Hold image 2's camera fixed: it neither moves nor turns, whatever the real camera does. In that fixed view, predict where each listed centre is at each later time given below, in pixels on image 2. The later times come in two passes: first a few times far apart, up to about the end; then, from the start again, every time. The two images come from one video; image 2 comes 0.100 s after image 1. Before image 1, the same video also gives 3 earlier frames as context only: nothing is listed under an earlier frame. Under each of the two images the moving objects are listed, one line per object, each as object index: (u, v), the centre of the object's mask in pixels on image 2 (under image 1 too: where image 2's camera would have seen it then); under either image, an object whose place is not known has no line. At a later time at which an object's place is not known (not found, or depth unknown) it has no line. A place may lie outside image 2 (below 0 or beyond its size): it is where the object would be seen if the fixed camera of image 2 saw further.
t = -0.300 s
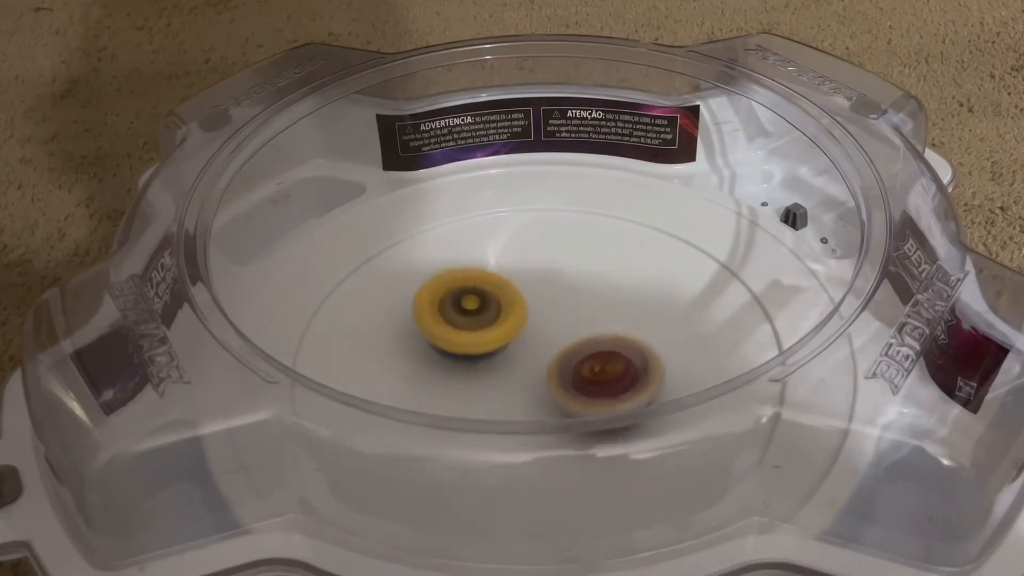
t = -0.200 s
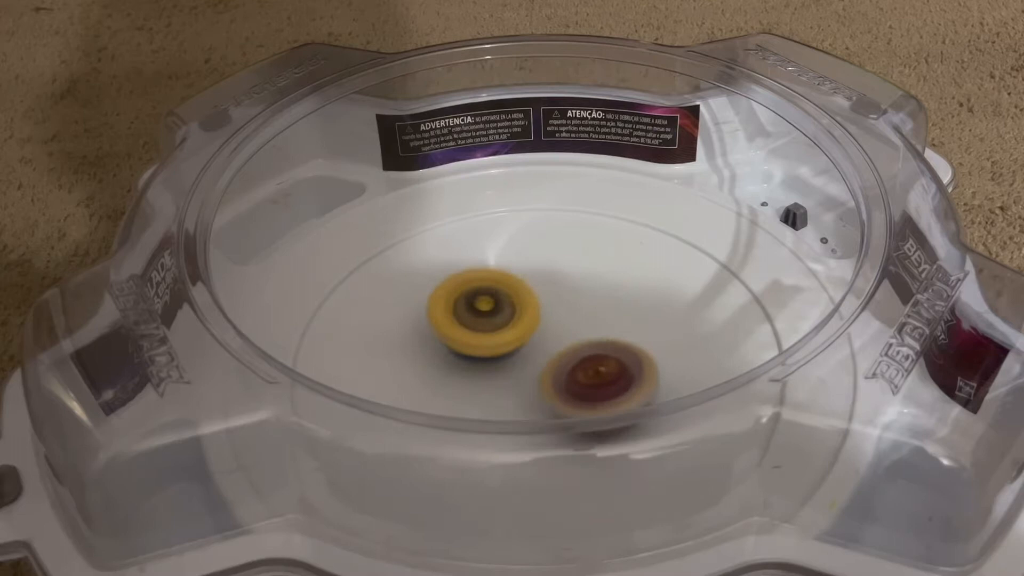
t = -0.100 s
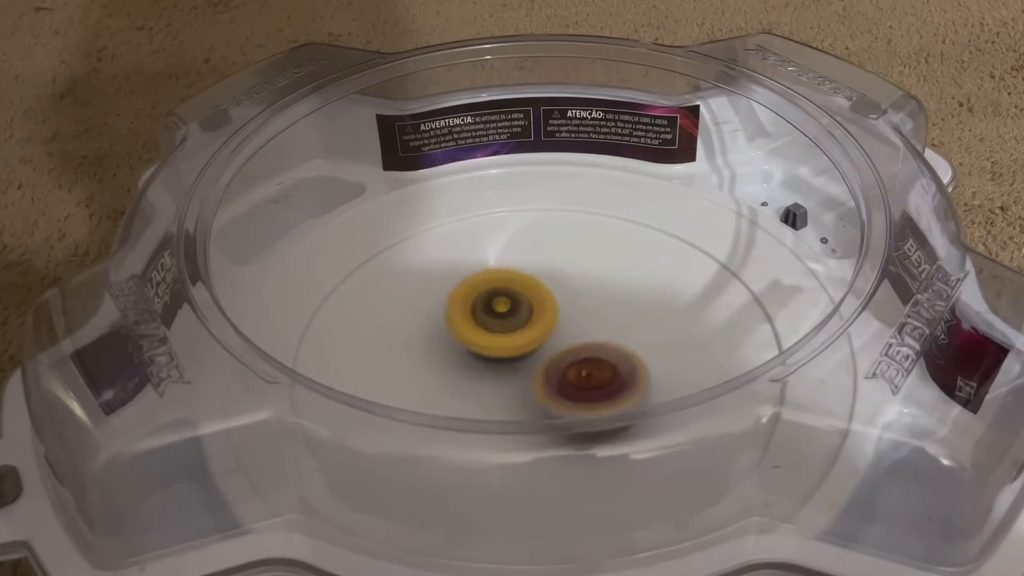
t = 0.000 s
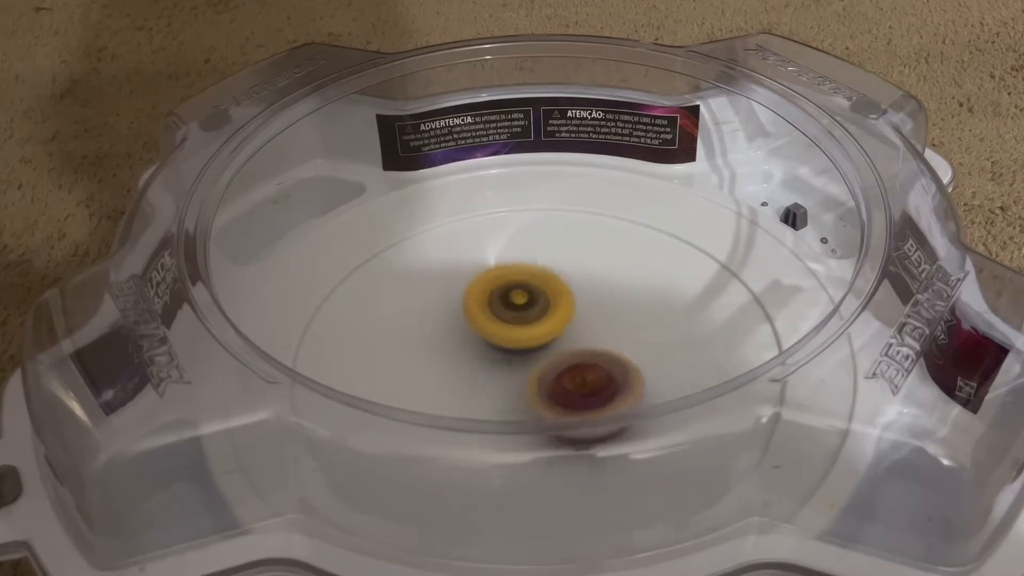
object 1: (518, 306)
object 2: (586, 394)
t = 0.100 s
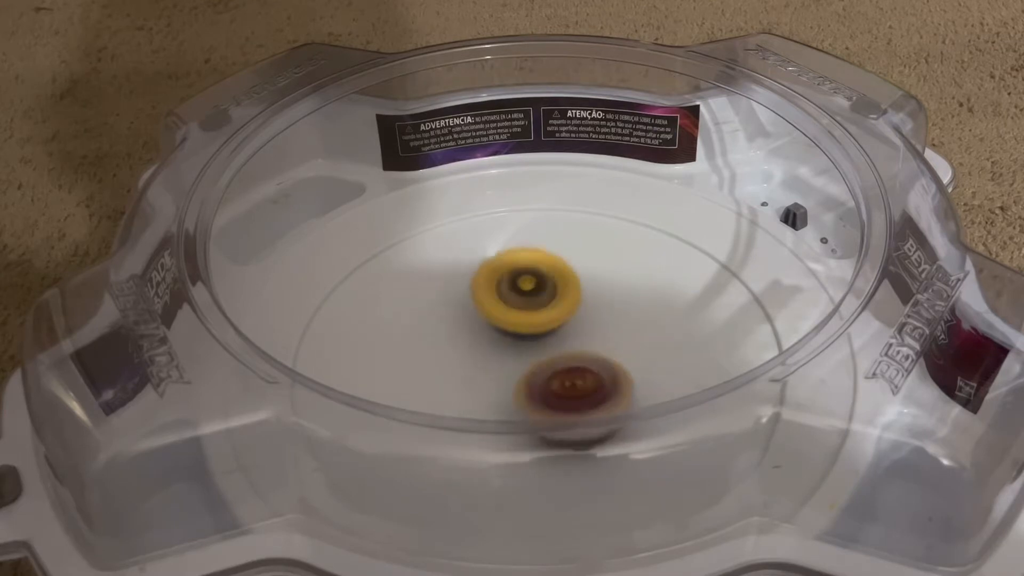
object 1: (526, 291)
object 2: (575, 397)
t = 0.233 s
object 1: (537, 288)
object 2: (551, 396)
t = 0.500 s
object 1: (563, 301)
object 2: (496, 390)
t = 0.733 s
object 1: (579, 315)
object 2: (467, 375)
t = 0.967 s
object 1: (591, 334)
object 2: (450, 353)
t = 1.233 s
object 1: (611, 340)
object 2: (428, 338)
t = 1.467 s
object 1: (578, 346)
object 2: (468, 325)
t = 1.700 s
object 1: (564, 368)
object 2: (486, 286)
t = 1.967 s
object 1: (528, 370)
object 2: (506, 276)
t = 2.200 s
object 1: (502, 358)
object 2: (549, 288)
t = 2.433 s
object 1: (483, 350)
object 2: (603, 293)
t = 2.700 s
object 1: (490, 327)
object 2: (628, 300)
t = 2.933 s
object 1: (484, 301)
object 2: (630, 336)
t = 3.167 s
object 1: (465, 294)
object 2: (628, 379)
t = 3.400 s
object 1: (495, 306)
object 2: (597, 405)
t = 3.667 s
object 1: (546, 319)
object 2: (532, 411)
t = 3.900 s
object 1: (587, 325)
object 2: (469, 403)
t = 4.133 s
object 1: (600, 338)
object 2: (436, 379)
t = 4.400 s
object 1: (579, 354)
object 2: (443, 332)
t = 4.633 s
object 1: (543, 365)
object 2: (474, 297)
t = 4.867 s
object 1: (508, 357)
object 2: (514, 273)
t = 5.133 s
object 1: (490, 334)
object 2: (564, 272)
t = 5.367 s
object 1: (496, 314)
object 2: (606, 296)
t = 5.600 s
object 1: (518, 305)
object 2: (631, 328)
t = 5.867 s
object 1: (541, 297)
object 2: (634, 377)
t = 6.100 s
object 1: (546, 297)
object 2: (594, 403)
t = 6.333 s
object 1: (551, 311)
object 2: (531, 402)
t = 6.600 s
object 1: (569, 303)
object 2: (466, 377)
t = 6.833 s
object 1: (563, 309)
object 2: (455, 336)
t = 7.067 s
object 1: (566, 323)
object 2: (469, 299)
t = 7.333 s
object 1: (576, 353)
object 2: (520, 275)
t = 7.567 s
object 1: (561, 363)
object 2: (574, 284)
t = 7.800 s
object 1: (526, 368)
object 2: (618, 320)
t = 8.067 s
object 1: (498, 354)
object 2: (612, 371)
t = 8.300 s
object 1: (494, 325)
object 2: (566, 406)
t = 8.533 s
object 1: (516, 308)
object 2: (494, 401)
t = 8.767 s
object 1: (549, 308)
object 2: (453, 366)
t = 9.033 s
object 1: (578, 327)
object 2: (463, 313)
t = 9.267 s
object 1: (572, 351)
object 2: (508, 283)
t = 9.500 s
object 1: (543, 365)
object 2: (568, 281)
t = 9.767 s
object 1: (508, 352)
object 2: (618, 317)
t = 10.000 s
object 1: (503, 327)
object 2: (618, 363)
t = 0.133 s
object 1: (529, 290)
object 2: (570, 397)
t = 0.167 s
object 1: (532, 289)
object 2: (564, 397)
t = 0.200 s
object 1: (534, 288)
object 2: (558, 396)
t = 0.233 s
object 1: (537, 288)
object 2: (551, 396)
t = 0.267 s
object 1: (539, 289)
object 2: (544, 396)
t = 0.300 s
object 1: (542, 290)
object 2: (537, 395)
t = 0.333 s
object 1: (544, 291)
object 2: (530, 394)
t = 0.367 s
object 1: (547, 293)
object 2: (523, 394)
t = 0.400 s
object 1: (551, 294)
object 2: (515, 393)
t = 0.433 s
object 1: (555, 297)
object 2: (509, 392)
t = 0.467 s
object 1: (559, 299)
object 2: (501, 391)
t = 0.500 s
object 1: (563, 301)
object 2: (496, 390)
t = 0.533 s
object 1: (567, 302)
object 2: (488, 389)
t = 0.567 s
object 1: (570, 304)
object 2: (484, 388)
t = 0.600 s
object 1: (573, 306)
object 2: (480, 383)
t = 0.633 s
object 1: (575, 308)
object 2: (477, 381)
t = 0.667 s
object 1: (577, 310)
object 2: (473, 379)
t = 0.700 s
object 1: (577, 313)
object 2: (471, 377)
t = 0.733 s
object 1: (579, 315)
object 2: (467, 375)
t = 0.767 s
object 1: (579, 318)
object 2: (464, 374)
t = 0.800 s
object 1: (579, 321)
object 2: (463, 372)
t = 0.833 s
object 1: (579, 323)
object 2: (462, 370)
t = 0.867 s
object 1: (579, 326)
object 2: (461, 366)
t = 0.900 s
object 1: (579, 329)
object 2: (461, 362)
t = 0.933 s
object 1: (579, 332)
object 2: (461, 359)
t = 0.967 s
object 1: (591, 334)
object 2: (450, 353)
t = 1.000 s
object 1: (602, 336)
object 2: (443, 348)
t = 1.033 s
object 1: (610, 337)
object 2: (438, 345)
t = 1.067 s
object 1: (613, 338)
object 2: (432, 343)
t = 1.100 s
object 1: (615, 339)
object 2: (430, 341)
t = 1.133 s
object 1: (615, 340)
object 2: (428, 340)
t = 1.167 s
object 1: (615, 340)
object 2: (427, 339)
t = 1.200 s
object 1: (613, 340)
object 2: (427, 338)
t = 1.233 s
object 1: (611, 340)
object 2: (428, 338)
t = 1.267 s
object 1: (607, 341)
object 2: (430, 338)
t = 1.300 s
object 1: (603, 341)
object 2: (434, 336)
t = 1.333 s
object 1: (598, 342)
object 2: (439, 336)
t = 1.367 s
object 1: (593, 342)
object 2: (445, 334)
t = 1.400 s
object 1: (588, 343)
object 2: (453, 331)
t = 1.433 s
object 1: (582, 345)
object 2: (461, 329)
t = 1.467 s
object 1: (578, 346)
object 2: (468, 325)
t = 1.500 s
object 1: (579, 351)
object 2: (470, 319)
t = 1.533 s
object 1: (579, 355)
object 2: (472, 312)
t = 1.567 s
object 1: (578, 358)
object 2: (476, 306)
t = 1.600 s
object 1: (575, 361)
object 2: (480, 301)
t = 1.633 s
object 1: (572, 364)
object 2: (482, 296)
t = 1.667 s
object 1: (568, 366)
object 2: (484, 291)
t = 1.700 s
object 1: (564, 368)
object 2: (486, 286)
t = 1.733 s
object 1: (559, 369)
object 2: (488, 283)
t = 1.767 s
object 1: (555, 370)
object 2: (489, 279)
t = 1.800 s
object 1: (551, 372)
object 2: (492, 277)
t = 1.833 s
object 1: (547, 372)
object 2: (495, 275)
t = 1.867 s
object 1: (542, 372)
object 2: (498, 275)
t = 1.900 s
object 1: (537, 372)
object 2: (499, 275)
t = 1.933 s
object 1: (532, 371)
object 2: (502, 275)
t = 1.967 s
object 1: (528, 370)
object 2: (506, 276)
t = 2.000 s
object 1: (524, 369)
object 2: (511, 277)
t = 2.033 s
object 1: (520, 367)
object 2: (516, 279)
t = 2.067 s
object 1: (515, 365)
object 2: (521, 281)
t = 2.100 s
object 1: (512, 364)
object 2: (527, 283)
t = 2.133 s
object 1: (508, 362)
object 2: (534, 285)
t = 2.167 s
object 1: (505, 360)
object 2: (541, 287)
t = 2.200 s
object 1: (502, 358)
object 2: (549, 288)
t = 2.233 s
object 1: (495, 359)
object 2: (558, 290)
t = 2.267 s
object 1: (490, 358)
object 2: (566, 291)
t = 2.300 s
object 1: (488, 357)
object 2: (574, 291)
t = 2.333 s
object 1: (486, 356)
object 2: (581, 291)
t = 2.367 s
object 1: (485, 354)
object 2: (590, 292)
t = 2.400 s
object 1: (484, 352)
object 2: (596, 293)
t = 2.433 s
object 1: (483, 350)
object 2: (603, 293)
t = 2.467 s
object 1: (484, 347)
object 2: (609, 294)
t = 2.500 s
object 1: (484, 345)
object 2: (614, 294)
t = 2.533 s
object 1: (484, 342)
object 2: (618, 294)
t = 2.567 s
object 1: (485, 340)
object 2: (622, 295)
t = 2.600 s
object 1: (485, 337)
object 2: (625, 296)
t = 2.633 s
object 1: (486, 333)
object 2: (626, 297)
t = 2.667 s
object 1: (488, 331)
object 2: (627, 298)
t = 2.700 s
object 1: (490, 327)
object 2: (628, 300)
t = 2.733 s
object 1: (492, 324)
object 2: (628, 303)
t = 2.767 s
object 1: (494, 321)
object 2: (627, 306)
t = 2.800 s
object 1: (497, 318)
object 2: (625, 310)
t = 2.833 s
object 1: (500, 316)
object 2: (622, 315)
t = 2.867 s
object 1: (502, 313)
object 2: (620, 319)
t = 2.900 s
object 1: (500, 307)
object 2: (621, 327)
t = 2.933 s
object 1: (484, 301)
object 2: (630, 336)
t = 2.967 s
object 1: (472, 295)
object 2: (633, 343)
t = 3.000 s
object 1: (465, 292)
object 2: (634, 350)
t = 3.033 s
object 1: (462, 290)
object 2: (634, 357)
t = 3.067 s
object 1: (461, 289)
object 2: (633, 362)
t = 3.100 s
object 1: (461, 290)
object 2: (632, 367)
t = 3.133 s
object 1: (463, 292)
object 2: (629, 370)
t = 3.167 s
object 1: (465, 294)
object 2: (628, 379)
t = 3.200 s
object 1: (467, 296)
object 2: (626, 384)
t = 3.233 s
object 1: (470, 298)
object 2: (623, 388)
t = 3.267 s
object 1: (474, 300)
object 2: (619, 392)
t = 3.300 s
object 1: (478, 302)
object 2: (615, 395)
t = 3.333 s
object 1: (483, 303)
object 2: (610, 399)
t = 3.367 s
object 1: (489, 305)
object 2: (604, 402)
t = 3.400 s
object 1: (495, 306)
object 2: (597, 405)
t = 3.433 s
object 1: (501, 307)
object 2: (589, 407)
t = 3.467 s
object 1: (508, 309)
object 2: (582, 408)
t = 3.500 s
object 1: (515, 311)
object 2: (574, 409)
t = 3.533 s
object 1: (521, 312)
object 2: (566, 411)
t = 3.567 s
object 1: (528, 313)
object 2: (558, 411)
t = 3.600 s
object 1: (534, 315)
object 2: (550, 412)
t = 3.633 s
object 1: (541, 317)
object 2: (541, 411)
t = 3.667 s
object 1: (546, 319)
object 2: (532, 411)
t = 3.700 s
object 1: (553, 320)
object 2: (520, 410)
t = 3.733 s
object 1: (561, 319)
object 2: (511, 409)
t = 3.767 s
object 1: (568, 320)
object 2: (500, 410)
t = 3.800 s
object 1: (573, 321)
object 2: (491, 409)
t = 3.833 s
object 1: (578, 322)
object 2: (484, 407)
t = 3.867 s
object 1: (583, 324)
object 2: (476, 405)
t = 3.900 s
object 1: (587, 325)
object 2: (469, 403)
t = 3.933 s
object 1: (590, 327)
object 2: (464, 400)
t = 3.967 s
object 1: (593, 328)
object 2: (458, 397)
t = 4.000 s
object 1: (596, 330)
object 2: (452, 393)
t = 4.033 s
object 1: (598, 332)
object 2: (447, 391)
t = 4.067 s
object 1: (599, 334)
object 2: (443, 387)
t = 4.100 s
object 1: (600, 336)
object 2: (440, 383)
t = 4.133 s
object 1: (600, 338)
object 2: (436, 379)
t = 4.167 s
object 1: (599, 341)
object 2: (435, 370)
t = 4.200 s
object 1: (598, 343)
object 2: (434, 366)
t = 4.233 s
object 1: (596, 345)
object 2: (433, 360)
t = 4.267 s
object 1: (594, 347)
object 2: (434, 354)
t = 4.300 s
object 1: (590, 349)
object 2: (435, 348)
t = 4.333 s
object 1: (587, 350)
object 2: (437, 343)
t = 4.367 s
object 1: (583, 352)
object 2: (440, 338)
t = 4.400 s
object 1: (579, 354)
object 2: (443, 332)
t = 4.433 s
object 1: (574, 356)
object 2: (447, 327)
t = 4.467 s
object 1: (570, 358)
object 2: (451, 322)
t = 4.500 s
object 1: (564, 361)
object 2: (455, 316)
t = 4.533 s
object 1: (559, 363)
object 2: (460, 311)
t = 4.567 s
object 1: (554, 364)
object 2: (465, 306)
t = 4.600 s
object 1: (548, 364)
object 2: (469, 302)
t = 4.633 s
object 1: (543, 365)
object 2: (474, 297)
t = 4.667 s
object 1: (538, 364)
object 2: (479, 293)
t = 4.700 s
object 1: (532, 364)
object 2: (484, 289)
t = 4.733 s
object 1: (527, 363)
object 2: (489, 285)
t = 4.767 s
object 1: (522, 362)
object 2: (495, 281)
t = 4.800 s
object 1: (517, 361)
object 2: (501, 277)
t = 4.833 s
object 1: (513, 360)
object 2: (507, 275)
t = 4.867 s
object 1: (508, 357)
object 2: (514, 273)
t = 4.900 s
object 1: (505, 355)
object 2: (520, 271)
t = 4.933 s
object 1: (501, 353)
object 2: (526, 269)
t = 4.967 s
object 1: (498, 351)
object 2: (533, 268)
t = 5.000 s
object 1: (496, 348)
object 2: (540, 268)
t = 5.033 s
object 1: (493, 344)
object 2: (546, 268)
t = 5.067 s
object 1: (492, 341)
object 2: (551, 269)
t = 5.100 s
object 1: (491, 338)
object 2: (557, 270)
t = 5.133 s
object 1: (490, 334)
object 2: (564, 272)
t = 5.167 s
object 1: (490, 331)
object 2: (571, 274)
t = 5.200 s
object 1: (490, 328)
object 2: (577, 277)
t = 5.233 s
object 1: (490, 325)
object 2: (583, 280)
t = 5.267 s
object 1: (491, 322)
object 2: (589, 283)
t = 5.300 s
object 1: (492, 319)
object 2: (595, 287)
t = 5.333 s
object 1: (494, 317)
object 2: (600, 291)
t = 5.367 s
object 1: (496, 314)
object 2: (606, 296)
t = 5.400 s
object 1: (499, 312)
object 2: (610, 300)
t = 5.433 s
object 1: (502, 311)
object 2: (615, 304)
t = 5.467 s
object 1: (504, 309)
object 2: (619, 308)
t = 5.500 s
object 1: (508, 308)
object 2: (622, 313)
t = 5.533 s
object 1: (512, 307)
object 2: (626, 318)
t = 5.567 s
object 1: (515, 306)
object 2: (629, 323)
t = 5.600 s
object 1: (518, 305)
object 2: (631, 328)
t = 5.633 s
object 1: (521, 304)
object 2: (633, 334)
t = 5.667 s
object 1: (525, 303)
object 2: (635, 339)
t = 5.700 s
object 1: (529, 304)
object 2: (636, 344)
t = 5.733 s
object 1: (533, 304)
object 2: (636, 349)
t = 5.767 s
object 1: (537, 304)
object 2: (635, 354)
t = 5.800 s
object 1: (541, 305)
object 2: (633, 359)
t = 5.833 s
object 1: (543, 302)
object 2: (633, 365)
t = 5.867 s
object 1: (541, 297)
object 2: (634, 377)
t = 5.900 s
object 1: (540, 294)
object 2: (631, 383)
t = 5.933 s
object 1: (541, 293)
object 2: (626, 388)
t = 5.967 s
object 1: (542, 293)
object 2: (622, 392)
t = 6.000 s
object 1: (543, 293)
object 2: (615, 396)
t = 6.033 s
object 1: (544, 294)
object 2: (608, 398)
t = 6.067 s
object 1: (545, 295)
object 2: (602, 401)
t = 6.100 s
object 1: (546, 297)
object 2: (594, 403)
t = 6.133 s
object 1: (547, 299)
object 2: (585, 404)
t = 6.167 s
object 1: (548, 301)
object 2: (576, 405)
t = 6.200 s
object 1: (548, 303)
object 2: (567, 406)
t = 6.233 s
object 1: (549, 305)
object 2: (558, 406)
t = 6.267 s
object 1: (550, 307)
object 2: (549, 405)
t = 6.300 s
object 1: (551, 309)
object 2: (540, 404)
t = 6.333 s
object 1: (551, 311)
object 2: (531, 402)
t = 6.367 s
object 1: (552, 313)
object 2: (523, 400)
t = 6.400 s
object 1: (557, 310)
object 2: (512, 400)
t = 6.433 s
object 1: (563, 306)
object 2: (500, 399)
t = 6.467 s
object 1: (565, 305)
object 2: (490, 397)
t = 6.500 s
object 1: (567, 304)
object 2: (482, 393)
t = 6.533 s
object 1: (567, 304)
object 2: (475, 390)
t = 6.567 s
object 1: (569, 303)
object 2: (470, 381)
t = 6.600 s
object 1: (569, 303)
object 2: (466, 377)
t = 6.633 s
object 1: (569, 303)
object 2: (462, 373)
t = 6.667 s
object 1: (569, 303)
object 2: (459, 365)
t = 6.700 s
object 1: (569, 304)
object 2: (456, 359)
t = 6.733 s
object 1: (568, 305)
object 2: (455, 354)
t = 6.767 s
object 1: (567, 306)
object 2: (455, 348)
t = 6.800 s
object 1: (565, 308)
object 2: (455, 342)
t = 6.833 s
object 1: (563, 309)
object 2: (455, 336)
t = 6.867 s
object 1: (563, 310)
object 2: (455, 331)
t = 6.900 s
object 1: (567, 313)
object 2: (454, 325)
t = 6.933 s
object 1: (567, 315)
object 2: (455, 318)
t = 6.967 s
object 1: (567, 317)
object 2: (458, 313)
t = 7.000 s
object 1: (567, 319)
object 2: (460, 308)
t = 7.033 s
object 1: (567, 321)
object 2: (465, 304)
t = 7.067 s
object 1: (566, 323)
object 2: (469, 299)
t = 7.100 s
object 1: (567, 326)
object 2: (473, 293)
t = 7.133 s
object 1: (572, 334)
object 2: (477, 288)
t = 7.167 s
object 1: (575, 339)
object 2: (484, 283)
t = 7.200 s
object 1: (575, 342)
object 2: (490, 279)
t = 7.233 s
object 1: (576, 345)
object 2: (497, 278)
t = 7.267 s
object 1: (577, 348)
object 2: (505, 276)
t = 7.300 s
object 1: (577, 350)
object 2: (513, 275)
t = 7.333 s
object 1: (576, 353)
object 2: (520, 275)
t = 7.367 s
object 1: (575, 355)
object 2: (528, 275)
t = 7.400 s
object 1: (574, 357)
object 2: (536, 276)
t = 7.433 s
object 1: (572, 359)
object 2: (543, 277)
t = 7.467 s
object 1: (570, 360)
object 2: (551, 278)
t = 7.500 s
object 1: (567, 361)
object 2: (559, 280)
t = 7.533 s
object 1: (564, 363)
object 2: (567, 282)
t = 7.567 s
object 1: (561, 363)
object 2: (574, 284)
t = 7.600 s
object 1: (558, 364)
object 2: (581, 288)
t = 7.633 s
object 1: (554, 364)
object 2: (589, 292)
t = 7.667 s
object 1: (551, 364)
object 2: (596, 296)
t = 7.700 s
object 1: (545, 364)
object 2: (603, 302)
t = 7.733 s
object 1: (538, 364)
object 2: (609, 306)
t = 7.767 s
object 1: (531, 363)
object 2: (614, 312)
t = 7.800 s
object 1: (526, 368)
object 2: (618, 320)
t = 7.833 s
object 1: (522, 368)
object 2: (621, 327)
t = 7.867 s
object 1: (517, 367)
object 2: (622, 333)
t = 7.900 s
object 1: (513, 366)
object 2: (623, 339)
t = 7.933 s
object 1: (509, 364)
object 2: (623, 345)
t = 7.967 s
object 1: (506, 361)
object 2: (621, 352)
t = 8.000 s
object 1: (503, 359)
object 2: (618, 359)
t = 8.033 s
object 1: (500, 357)
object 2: (616, 366)
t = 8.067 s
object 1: (498, 354)
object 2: (612, 371)
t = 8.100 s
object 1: (497, 350)
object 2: (607, 376)
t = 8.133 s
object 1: (495, 343)
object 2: (603, 380)
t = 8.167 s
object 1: (494, 340)
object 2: (596, 385)
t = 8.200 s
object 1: (493, 335)
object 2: (590, 387)
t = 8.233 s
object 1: (492, 332)
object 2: (583, 398)
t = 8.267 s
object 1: (493, 329)
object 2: (575, 401)
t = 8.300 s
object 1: (494, 325)
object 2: (566, 406)
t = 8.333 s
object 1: (496, 323)
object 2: (556, 407)
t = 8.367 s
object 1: (498, 319)
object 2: (546, 407)
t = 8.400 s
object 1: (501, 317)
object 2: (534, 407)
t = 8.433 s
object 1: (504, 314)
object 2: (524, 408)
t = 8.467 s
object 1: (508, 312)
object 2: (513, 408)
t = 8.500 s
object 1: (512, 310)
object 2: (504, 403)
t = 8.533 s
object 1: (516, 308)
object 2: (494, 401)
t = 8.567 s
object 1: (520, 307)
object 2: (487, 398)
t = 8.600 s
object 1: (525, 306)
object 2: (479, 395)
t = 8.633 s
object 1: (530, 306)
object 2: (470, 391)
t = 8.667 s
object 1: (535, 306)
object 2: (465, 381)
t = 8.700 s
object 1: (540, 306)
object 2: (461, 377)
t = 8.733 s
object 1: (544, 307)
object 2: (457, 373)
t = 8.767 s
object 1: (549, 308)
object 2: (453, 366)
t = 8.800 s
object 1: (555, 310)
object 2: (450, 358)
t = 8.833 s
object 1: (559, 312)
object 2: (450, 350)
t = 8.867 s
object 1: (564, 314)
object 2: (449, 344)
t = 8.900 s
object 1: (568, 316)
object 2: (451, 338)
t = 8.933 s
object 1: (571, 318)
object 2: (451, 330)
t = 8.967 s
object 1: (574, 321)
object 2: (455, 324)
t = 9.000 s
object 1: (576, 324)
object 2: (458, 318)
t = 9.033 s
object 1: (578, 327)
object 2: (463, 313)
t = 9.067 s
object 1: (578, 330)
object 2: (467, 307)
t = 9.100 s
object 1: (579, 333)
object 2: (473, 302)
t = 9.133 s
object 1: (579, 336)
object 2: (479, 298)
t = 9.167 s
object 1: (578, 340)
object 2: (487, 294)
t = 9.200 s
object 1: (576, 343)
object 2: (493, 289)
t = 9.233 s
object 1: (574, 346)
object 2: (500, 287)
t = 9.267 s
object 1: (572, 351)
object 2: (508, 283)
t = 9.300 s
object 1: (569, 354)
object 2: (517, 282)
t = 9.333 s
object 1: (565, 357)
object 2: (525, 279)
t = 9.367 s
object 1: (561, 360)
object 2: (533, 278)
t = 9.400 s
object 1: (557, 362)
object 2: (542, 277)
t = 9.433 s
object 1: (552, 364)
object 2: (551, 279)
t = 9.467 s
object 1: (548, 365)
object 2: (560, 279)
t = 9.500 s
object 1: (543, 365)
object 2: (568, 281)
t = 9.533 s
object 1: (537, 365)
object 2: (576, 285)
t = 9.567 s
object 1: (532, 365)
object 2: (585, 288)
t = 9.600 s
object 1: (528, 364)
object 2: (593, 292)
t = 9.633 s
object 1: (523, 363)
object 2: (599, 296)
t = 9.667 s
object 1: (518, 361)
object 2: (606, 302)
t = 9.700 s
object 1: (514, 358)
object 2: (610, 307)
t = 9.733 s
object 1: (511, 356)
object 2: (616, 312)
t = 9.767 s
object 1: (508, 352)
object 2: (618, 317)
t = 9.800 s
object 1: (505, 349)
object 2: (621, 325)
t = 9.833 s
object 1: (504, 344)
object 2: (624, 331)
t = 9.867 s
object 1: (503, 339)
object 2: (625, 337)
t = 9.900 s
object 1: (503, 336)
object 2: (624, 344)
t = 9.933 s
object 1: (503, 333)
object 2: (622, 350)
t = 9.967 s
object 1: (503, 330)
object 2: (621, 356)
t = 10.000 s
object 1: (503, 327)
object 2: (618, 363)
